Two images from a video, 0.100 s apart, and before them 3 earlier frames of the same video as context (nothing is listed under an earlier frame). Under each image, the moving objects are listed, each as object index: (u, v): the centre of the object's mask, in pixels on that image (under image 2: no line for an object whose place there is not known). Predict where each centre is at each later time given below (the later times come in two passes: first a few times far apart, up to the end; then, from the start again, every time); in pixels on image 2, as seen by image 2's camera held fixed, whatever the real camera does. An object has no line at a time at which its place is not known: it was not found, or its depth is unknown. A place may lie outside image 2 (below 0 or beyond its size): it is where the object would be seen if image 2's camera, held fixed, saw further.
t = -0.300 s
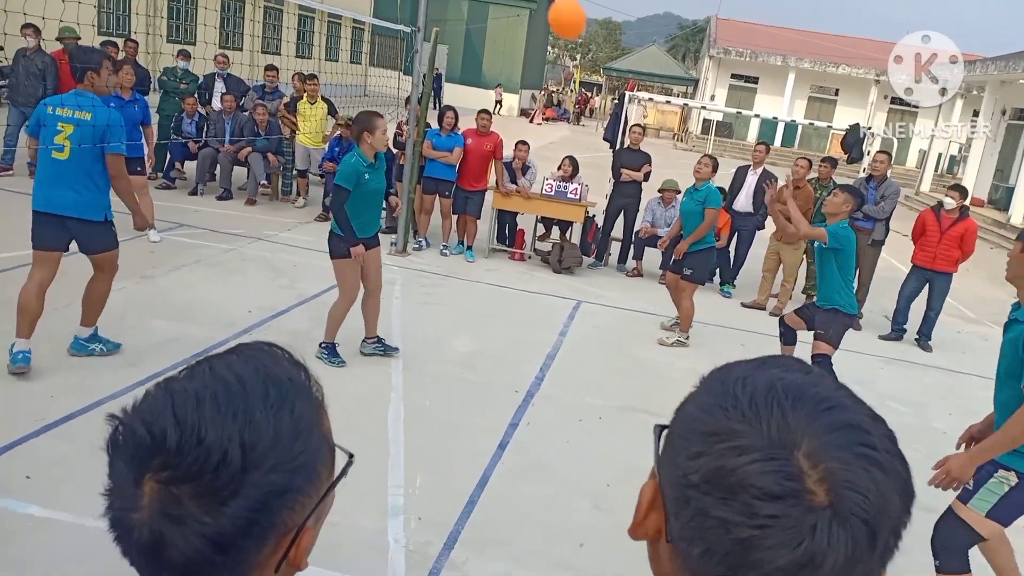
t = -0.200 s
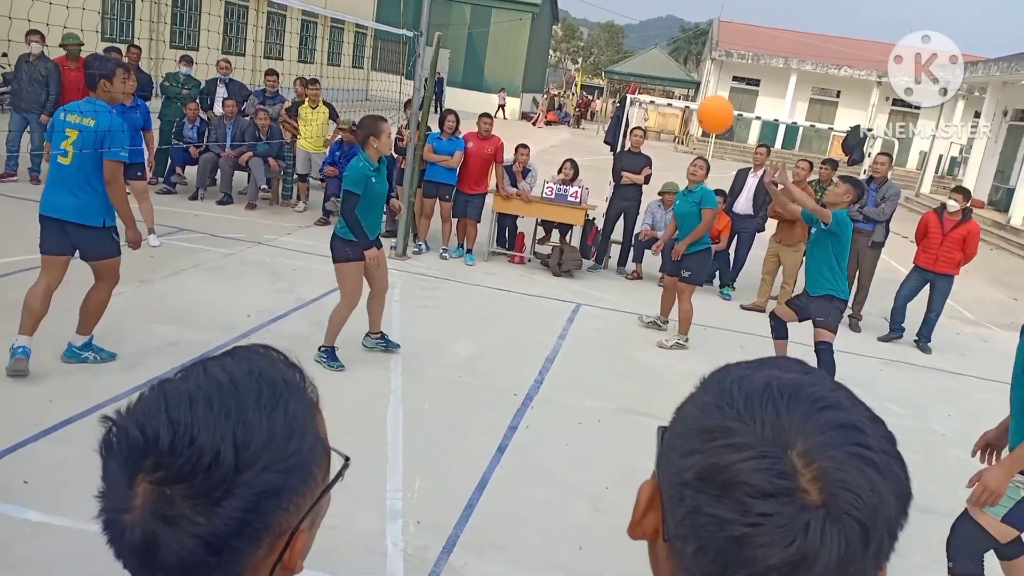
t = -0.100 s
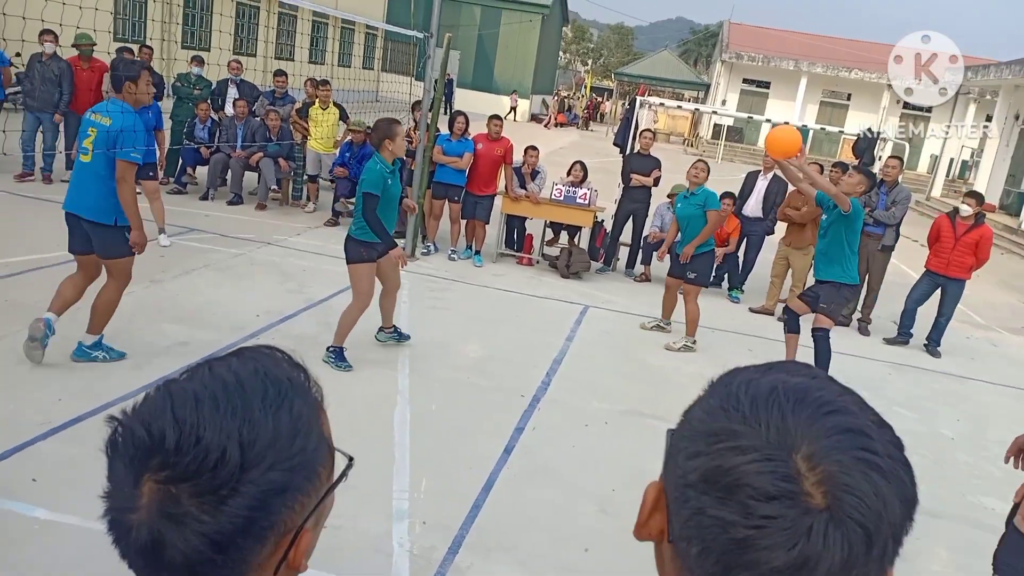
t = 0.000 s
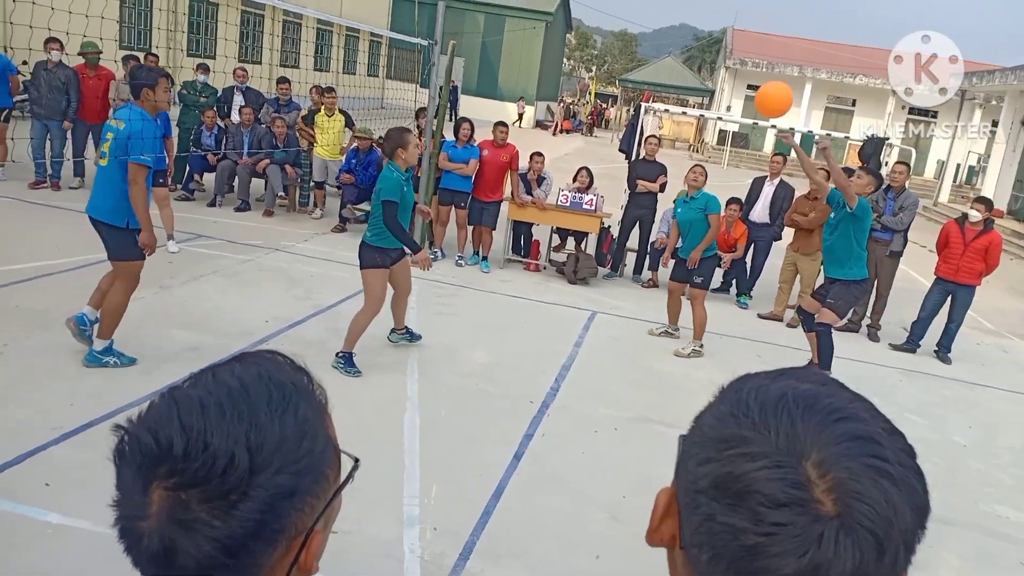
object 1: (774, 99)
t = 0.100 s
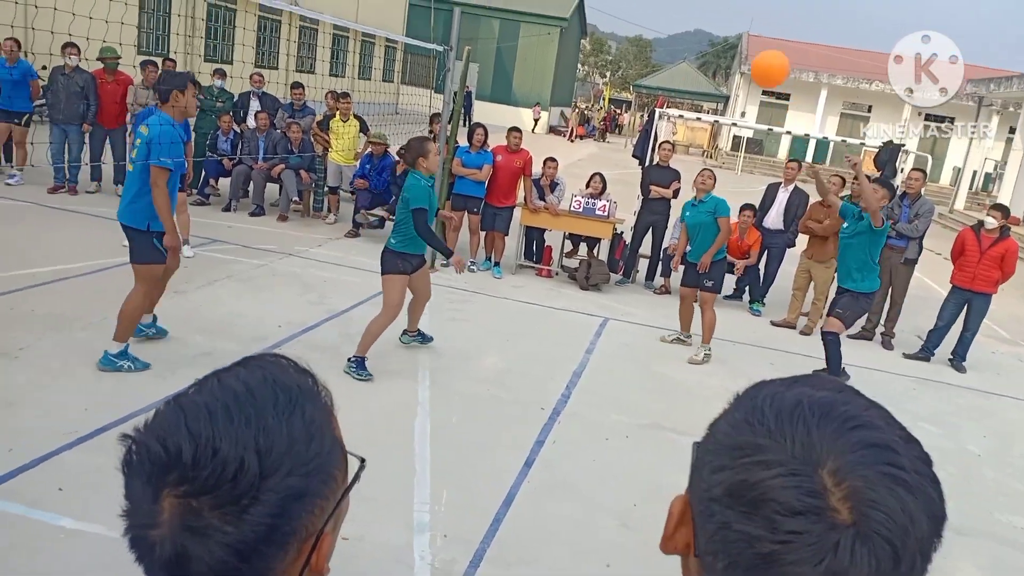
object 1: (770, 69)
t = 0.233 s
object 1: (737, 43)
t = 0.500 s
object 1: (653, 78)
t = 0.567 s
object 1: (628, 106)
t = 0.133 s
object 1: (762, 60)
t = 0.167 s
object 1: (754, 52)
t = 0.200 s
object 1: (746, 47)
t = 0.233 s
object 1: (737, 43)
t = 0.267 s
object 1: (729, 41)
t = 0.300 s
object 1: (720, 40)
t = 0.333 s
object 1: (710, 41)
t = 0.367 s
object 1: (700, 45)
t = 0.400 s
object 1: (689, 50)
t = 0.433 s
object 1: (677, 58)
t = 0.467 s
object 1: (665, 67)
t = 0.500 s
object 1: (653, 78)
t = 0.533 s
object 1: (641, 91)
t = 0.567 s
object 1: (628, 106)
